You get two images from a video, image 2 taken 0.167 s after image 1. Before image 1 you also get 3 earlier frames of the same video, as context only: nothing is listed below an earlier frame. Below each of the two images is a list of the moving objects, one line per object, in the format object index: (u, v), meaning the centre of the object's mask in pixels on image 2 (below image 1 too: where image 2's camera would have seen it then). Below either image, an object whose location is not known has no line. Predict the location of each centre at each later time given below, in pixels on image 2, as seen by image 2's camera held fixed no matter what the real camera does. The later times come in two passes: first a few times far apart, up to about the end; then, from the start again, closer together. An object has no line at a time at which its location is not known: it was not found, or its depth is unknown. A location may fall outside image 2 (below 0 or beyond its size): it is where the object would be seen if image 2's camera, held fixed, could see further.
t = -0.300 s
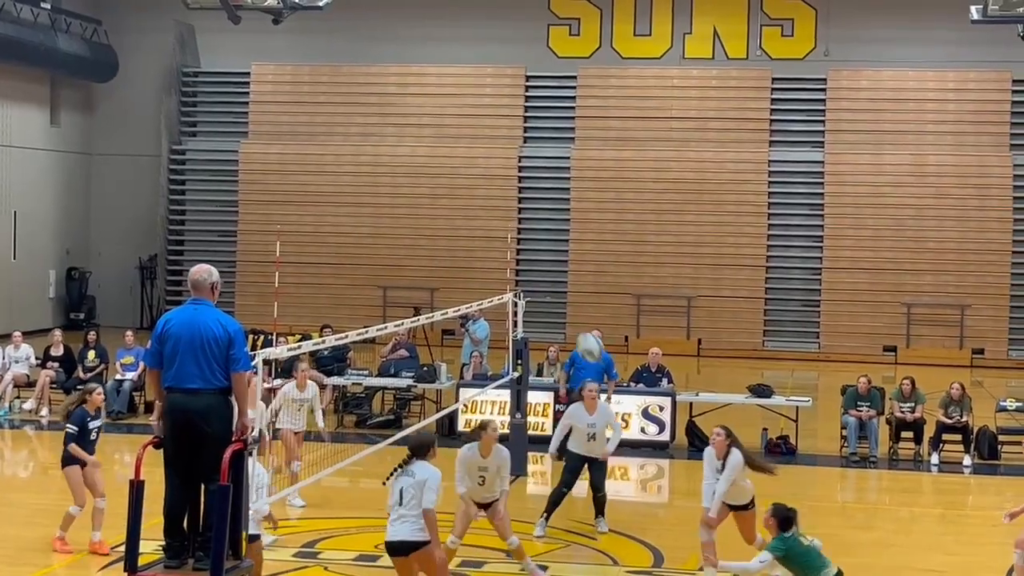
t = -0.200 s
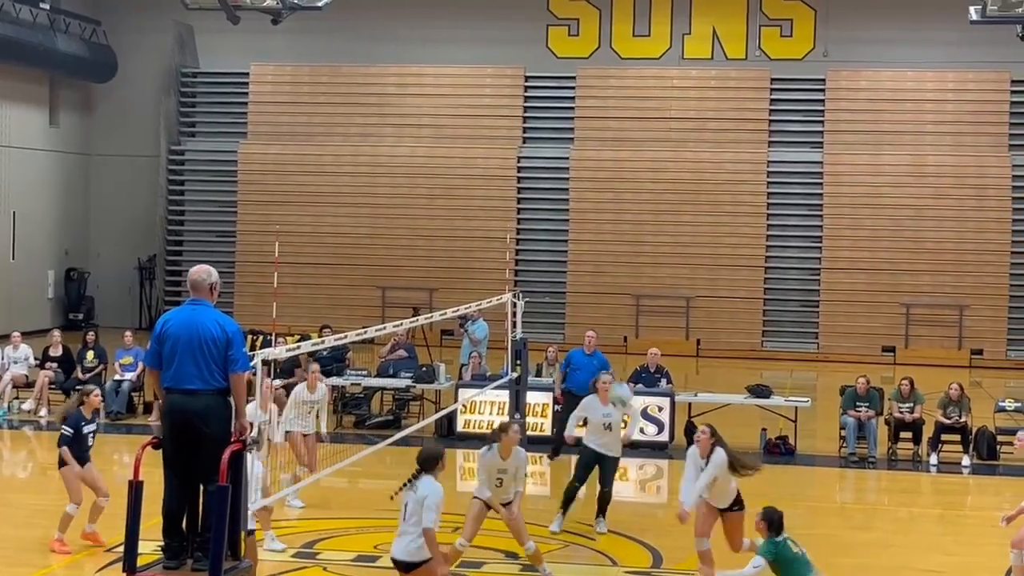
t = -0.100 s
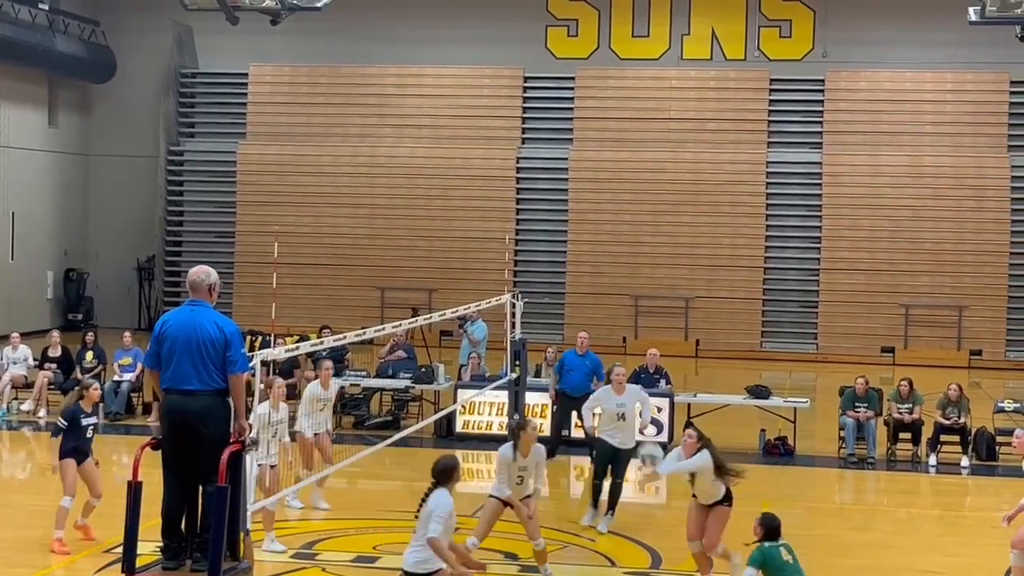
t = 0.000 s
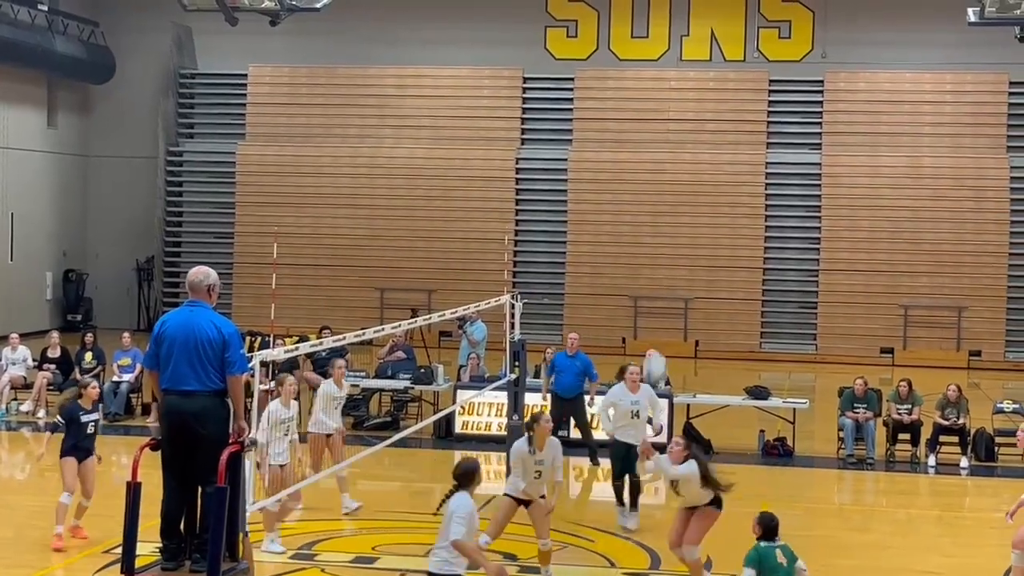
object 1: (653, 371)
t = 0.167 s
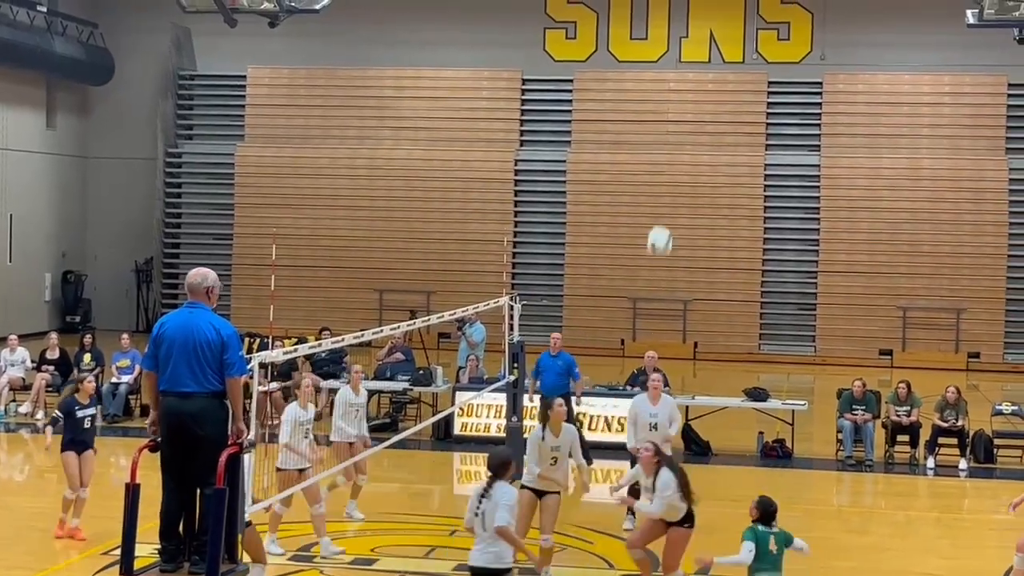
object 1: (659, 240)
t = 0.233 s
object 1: (661, 200)
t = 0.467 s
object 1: (670, 96)
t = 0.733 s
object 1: (678, 59)
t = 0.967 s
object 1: (682, 95)
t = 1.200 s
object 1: (685, 195)
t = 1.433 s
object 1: (684, 357)
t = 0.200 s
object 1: (660, 219)
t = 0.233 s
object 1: (661, 200)
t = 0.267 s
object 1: (662, 180)
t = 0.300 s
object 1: (664, 163)
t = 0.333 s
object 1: (665, 146)
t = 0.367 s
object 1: (666, 132)
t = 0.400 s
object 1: (668, 119)
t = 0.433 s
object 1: (668, 107)
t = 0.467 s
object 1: (670, 96)
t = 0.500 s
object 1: (671, 86)
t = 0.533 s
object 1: (673, 79)
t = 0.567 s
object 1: (674, 71)
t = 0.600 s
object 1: (673, 67)
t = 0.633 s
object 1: (675, 63)
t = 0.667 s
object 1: (676, 60)
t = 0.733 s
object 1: (678, 59)
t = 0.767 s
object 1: (678, 60)
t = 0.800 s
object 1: (679, 63)
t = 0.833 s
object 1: (680, 66)
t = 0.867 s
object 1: (681, 71)
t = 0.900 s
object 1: (682, 78)
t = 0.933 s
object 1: (682, 86)
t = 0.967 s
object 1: (682, 95)
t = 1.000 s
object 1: (683, 106)
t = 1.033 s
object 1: (683, 117)
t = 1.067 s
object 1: (684, 130)
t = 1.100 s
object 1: (684, 144)
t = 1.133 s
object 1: (683, 161)
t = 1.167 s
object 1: (684, 178)
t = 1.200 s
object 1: (685, 195)
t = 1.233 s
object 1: (685, 215)
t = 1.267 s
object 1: (684, 234)
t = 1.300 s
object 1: (684, 258)
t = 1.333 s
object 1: (683, 281)
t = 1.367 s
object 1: (684, 305)
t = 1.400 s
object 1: (683, 329)
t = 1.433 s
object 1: (684, 357)
